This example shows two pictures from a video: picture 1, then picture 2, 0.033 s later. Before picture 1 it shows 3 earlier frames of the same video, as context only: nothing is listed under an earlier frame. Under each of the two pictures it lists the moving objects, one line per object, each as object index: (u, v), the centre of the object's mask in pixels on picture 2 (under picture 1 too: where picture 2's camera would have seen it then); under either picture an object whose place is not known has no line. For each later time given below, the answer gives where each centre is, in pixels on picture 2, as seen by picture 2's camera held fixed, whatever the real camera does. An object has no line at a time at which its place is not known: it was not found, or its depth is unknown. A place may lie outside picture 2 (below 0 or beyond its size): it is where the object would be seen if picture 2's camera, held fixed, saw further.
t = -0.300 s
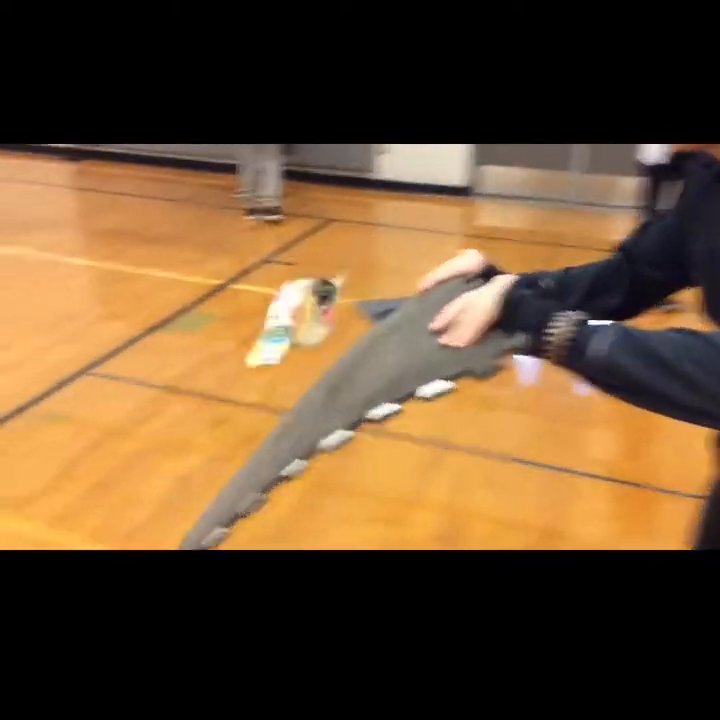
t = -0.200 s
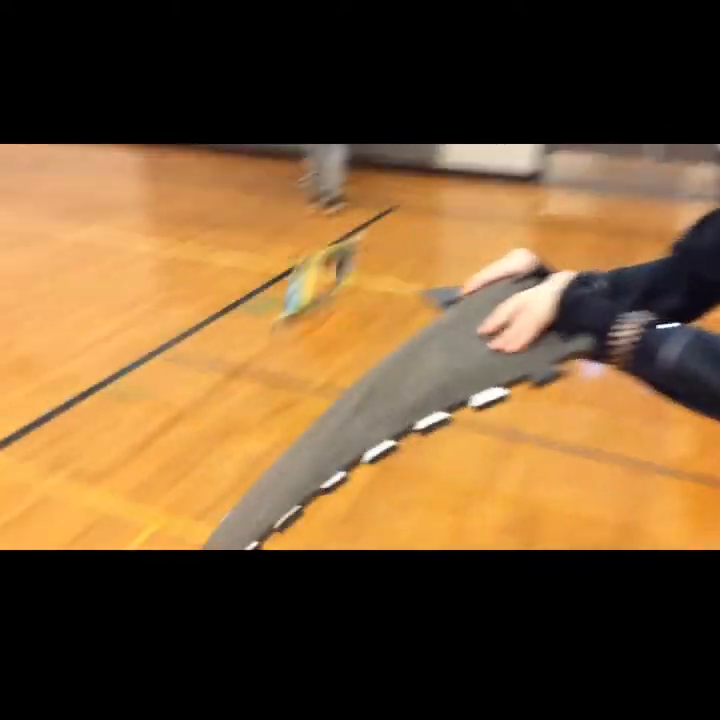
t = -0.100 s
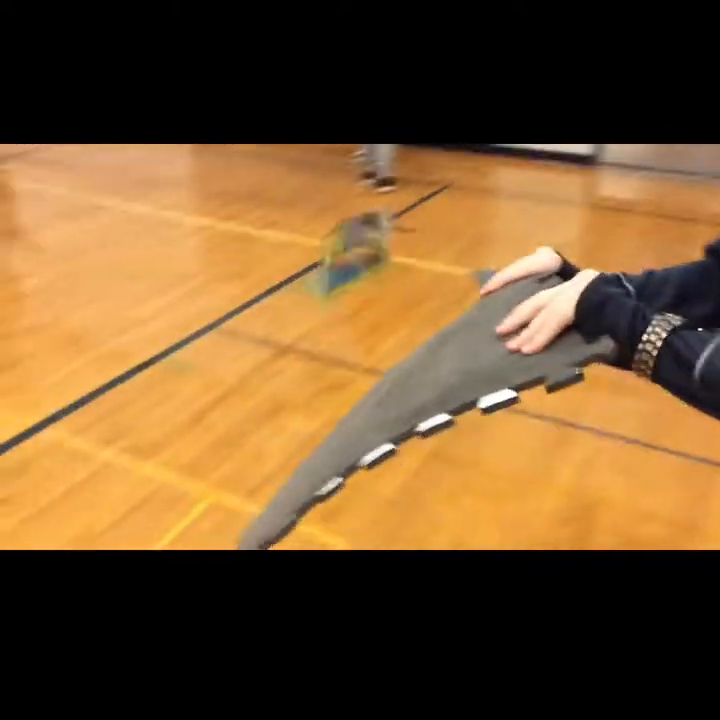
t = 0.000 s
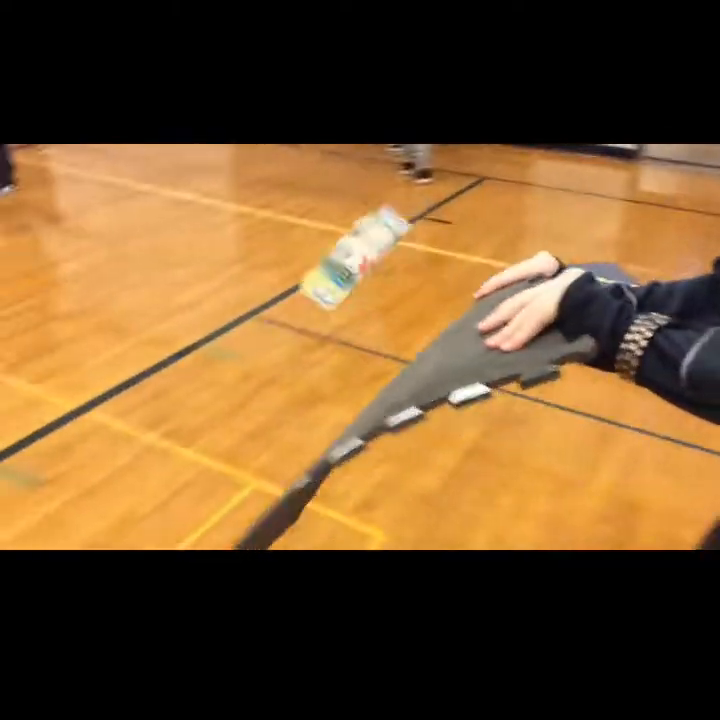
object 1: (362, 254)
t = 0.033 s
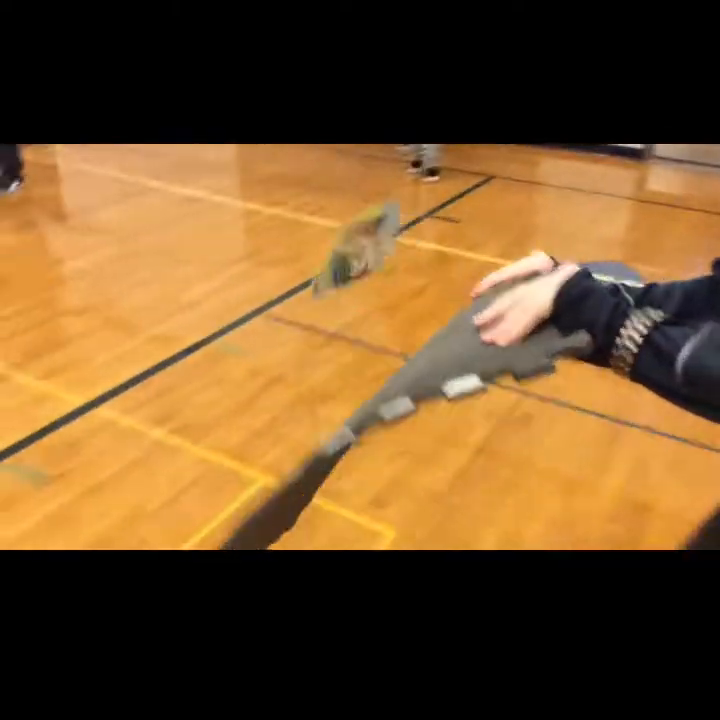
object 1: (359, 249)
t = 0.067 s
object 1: (356, 246)
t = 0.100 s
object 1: (345, 248)
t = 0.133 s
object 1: (336, 242)
